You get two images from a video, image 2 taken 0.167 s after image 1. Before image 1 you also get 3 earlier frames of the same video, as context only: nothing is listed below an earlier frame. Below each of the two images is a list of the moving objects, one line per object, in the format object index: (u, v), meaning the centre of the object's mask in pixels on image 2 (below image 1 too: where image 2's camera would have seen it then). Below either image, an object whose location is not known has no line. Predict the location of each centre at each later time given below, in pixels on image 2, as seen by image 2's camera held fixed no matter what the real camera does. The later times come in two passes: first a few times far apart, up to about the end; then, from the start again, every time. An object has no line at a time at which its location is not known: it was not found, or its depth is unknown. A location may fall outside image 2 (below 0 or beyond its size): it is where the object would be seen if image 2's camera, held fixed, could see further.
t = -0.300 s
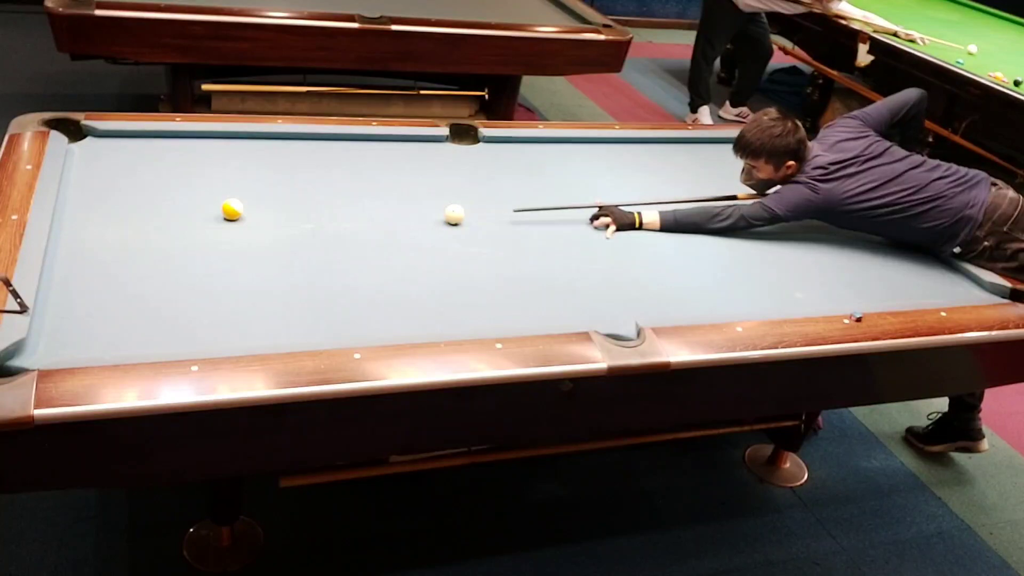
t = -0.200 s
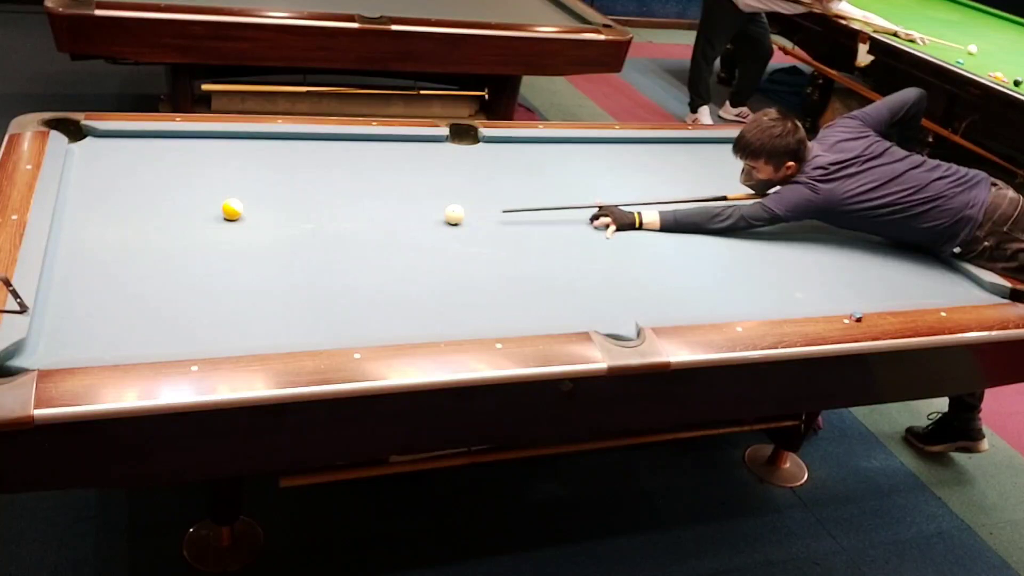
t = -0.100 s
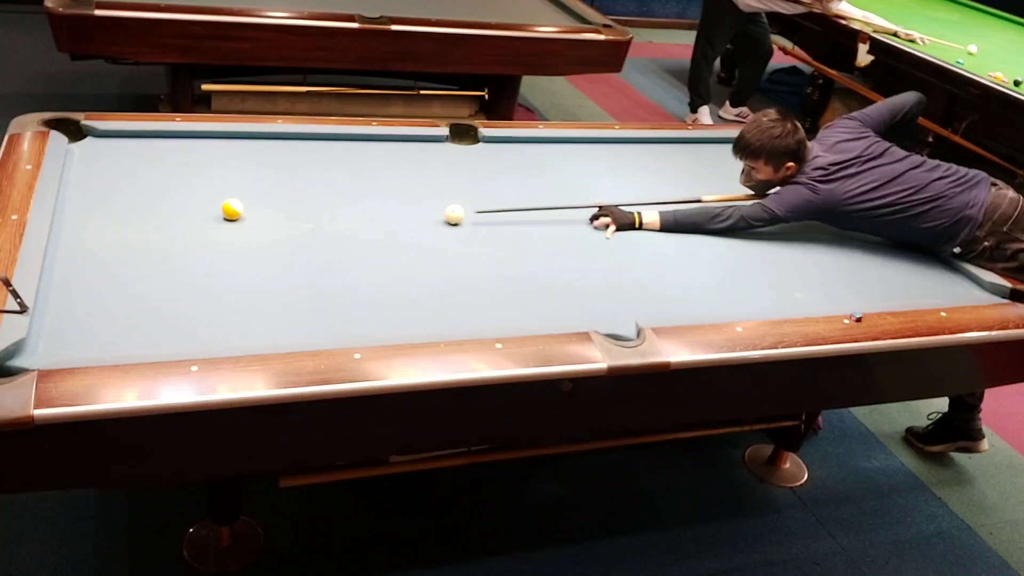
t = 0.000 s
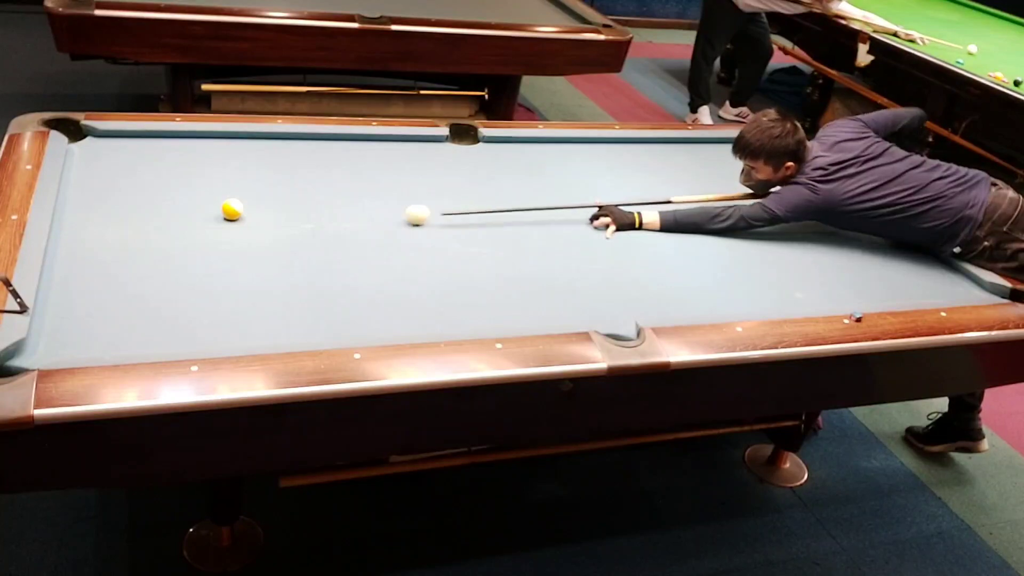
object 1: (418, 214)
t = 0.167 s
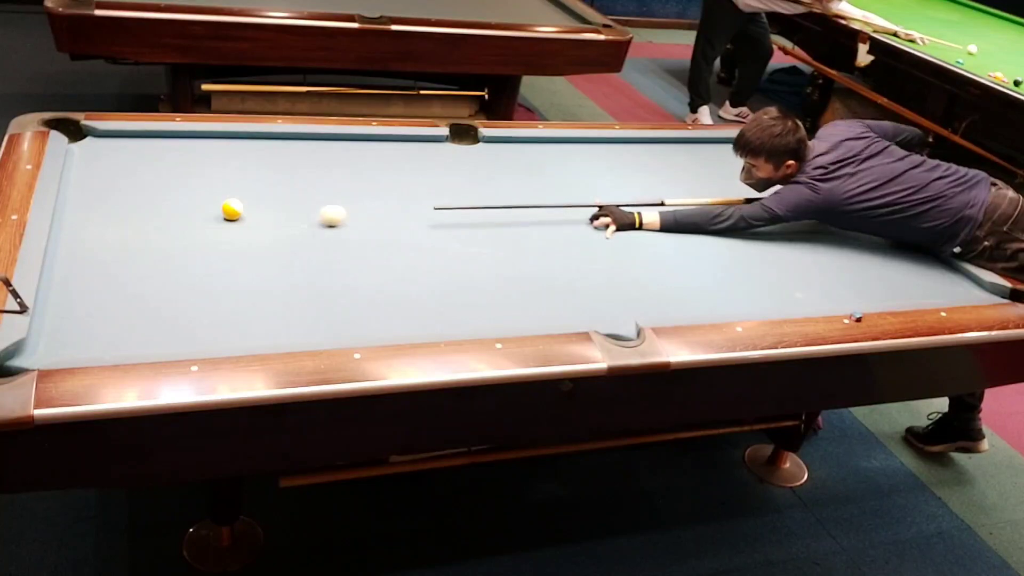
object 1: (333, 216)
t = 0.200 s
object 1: (315, 216)
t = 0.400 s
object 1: (217, 224)
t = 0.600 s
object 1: (129, 243)
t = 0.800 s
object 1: (71, 263)
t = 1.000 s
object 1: (125, 279)
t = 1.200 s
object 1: (178, 296)
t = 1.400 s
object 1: (232, 313)
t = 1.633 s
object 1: (295, 331)
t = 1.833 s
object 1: (337, 326)
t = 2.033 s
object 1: (371, 313)
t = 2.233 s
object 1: (402, 301)
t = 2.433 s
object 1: (430, 290)
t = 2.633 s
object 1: (456, 281)
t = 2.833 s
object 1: (480, 272)
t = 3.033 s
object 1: (501, 263)
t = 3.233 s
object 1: (521, 256)
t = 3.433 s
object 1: (539, 249)
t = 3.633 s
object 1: (556, 243)
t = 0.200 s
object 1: (315, 216)
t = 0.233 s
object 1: (297, 216)
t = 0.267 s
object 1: (279, 216)
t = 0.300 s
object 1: (261, 216)
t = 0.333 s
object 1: (244, 217)
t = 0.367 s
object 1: (231, 220)
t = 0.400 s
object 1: (217, 224)
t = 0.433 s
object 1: (203, 226)
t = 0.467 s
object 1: (188, 229)
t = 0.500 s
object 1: (174, 233)
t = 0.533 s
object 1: (159, 236)
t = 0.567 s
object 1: (144, 239)
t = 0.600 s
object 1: (129, 243)
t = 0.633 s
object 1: (112, 246)
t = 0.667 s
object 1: (96, 249)
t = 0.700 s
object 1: (80, 253)
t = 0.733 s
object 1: (64, 257)
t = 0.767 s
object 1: (61, 260)
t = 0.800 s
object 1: (71, 263)
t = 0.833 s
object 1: (81, 265)
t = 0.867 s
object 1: (90, 268)
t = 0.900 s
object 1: (98, 271)
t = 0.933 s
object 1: (107, 274)
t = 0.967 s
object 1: (116, 276)
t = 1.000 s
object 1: (125, 279)
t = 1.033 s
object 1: (134, 282)
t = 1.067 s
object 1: (143, 285)
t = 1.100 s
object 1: (152, 288)
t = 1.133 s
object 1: (160, 291)
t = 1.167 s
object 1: (169, 294)
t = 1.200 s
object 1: (178, 296)
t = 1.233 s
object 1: (187, 299)
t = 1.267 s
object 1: (196, 302)
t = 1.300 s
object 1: (205, 305)
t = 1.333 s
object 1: (214, 307)
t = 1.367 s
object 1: (223, 311)
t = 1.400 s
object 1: (232, 313)
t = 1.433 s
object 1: (241, 316)
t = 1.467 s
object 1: (250, 319)
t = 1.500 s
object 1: (259, 322)
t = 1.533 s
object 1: (268, 325)
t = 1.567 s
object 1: (277, 328)
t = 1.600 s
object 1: (286, 330)
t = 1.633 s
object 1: (295, 331)
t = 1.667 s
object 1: (304, 332)
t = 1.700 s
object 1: (312, 332)
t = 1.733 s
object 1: (318, 330)
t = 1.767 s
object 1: (325, 329)
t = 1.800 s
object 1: (331, 327)
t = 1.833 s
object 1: (337, 326)
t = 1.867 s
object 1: (343, 324)
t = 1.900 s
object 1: (349, 322)
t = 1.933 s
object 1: (355, 320)
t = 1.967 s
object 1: (360, 318)
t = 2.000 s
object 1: (366, 315)
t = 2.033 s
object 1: (371, 313)
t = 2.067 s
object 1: (377, 311)
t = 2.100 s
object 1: (382, 309)
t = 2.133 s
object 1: (387, 307)
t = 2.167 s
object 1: (392, 305)
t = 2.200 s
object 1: (397, 303)
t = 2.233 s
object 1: (402, 301)
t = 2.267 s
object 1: (407, 299)
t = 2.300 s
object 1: (412, 298)
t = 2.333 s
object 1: (417, 296)
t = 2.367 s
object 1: (421, 294)
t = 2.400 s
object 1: (426, 292)
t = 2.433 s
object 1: (430, 290)
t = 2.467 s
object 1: (435, 289)
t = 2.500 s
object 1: (439, 287)
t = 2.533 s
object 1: (444, 285)
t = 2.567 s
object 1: (448, 284)
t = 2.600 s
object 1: (452, 282)
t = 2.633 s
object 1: (456, 281)
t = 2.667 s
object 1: (460, 279)
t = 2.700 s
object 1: (464, 277)
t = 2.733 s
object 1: (468, 276)
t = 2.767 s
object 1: (472, 275)
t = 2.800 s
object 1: (476, 273)
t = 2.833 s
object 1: (480, 272)
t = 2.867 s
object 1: (483, 270)
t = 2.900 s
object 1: (487, 269)
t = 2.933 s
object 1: (491, 267)
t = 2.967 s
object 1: (494, 266)
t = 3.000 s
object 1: (497, 265)
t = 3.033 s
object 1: (501, 263)
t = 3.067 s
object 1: (504, 262)
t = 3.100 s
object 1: (507, 261)
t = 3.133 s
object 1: (511, 260)
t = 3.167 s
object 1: (515, 258)
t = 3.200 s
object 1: (518, 257)
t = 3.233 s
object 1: (521, 256)
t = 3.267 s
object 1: (524, 255)
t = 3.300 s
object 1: (527, 254)
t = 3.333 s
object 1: (531, 252)
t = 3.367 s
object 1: (533, 251)
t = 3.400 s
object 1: (536, 250)
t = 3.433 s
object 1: (539, 249)
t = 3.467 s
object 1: (542, 248)
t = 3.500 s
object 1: (545, 247)
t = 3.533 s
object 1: (548, 246)
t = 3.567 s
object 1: (551, 245)
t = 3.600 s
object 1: (554, 244)
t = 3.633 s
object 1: (556, 243)
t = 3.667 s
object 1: (559, 242)
